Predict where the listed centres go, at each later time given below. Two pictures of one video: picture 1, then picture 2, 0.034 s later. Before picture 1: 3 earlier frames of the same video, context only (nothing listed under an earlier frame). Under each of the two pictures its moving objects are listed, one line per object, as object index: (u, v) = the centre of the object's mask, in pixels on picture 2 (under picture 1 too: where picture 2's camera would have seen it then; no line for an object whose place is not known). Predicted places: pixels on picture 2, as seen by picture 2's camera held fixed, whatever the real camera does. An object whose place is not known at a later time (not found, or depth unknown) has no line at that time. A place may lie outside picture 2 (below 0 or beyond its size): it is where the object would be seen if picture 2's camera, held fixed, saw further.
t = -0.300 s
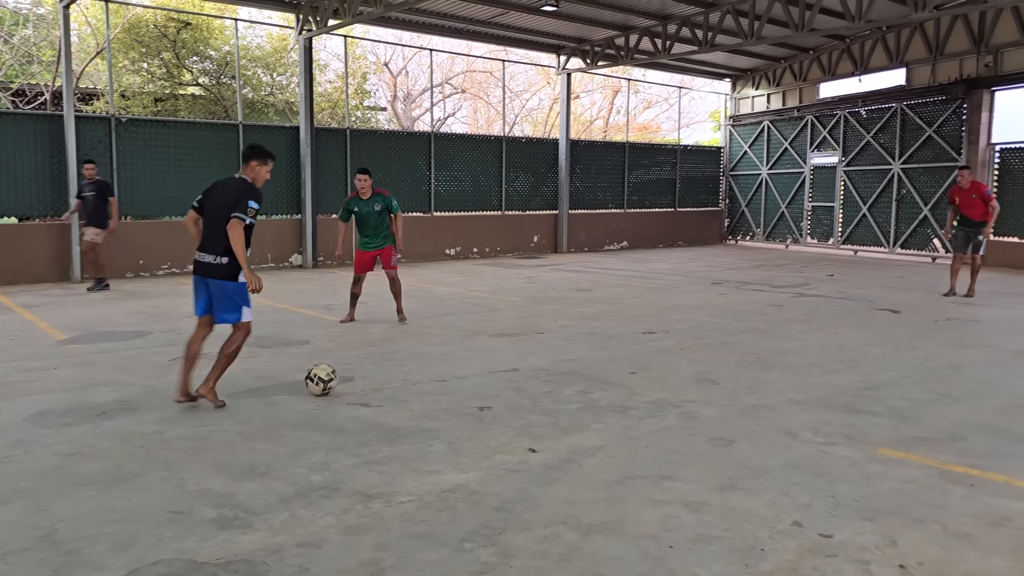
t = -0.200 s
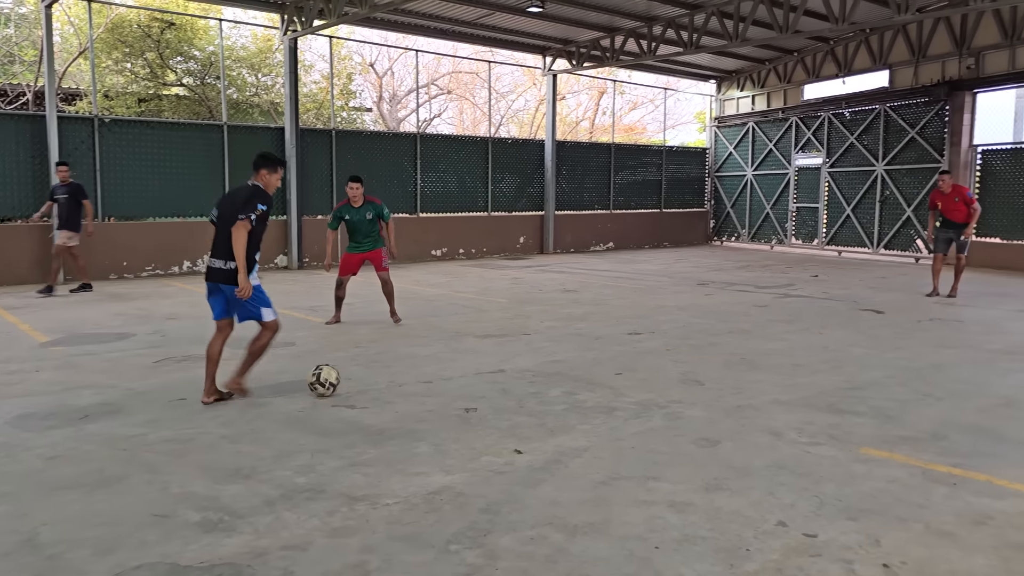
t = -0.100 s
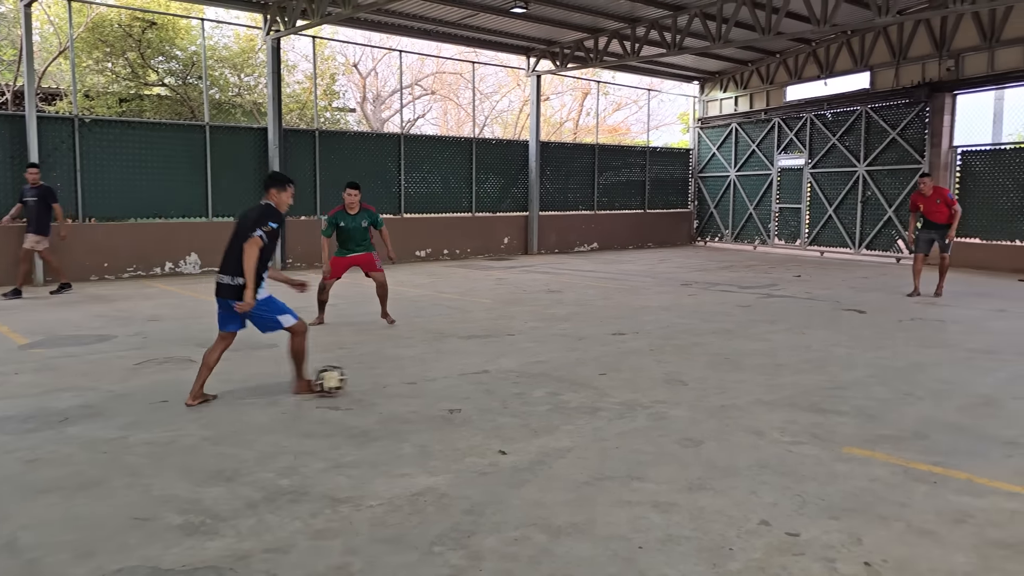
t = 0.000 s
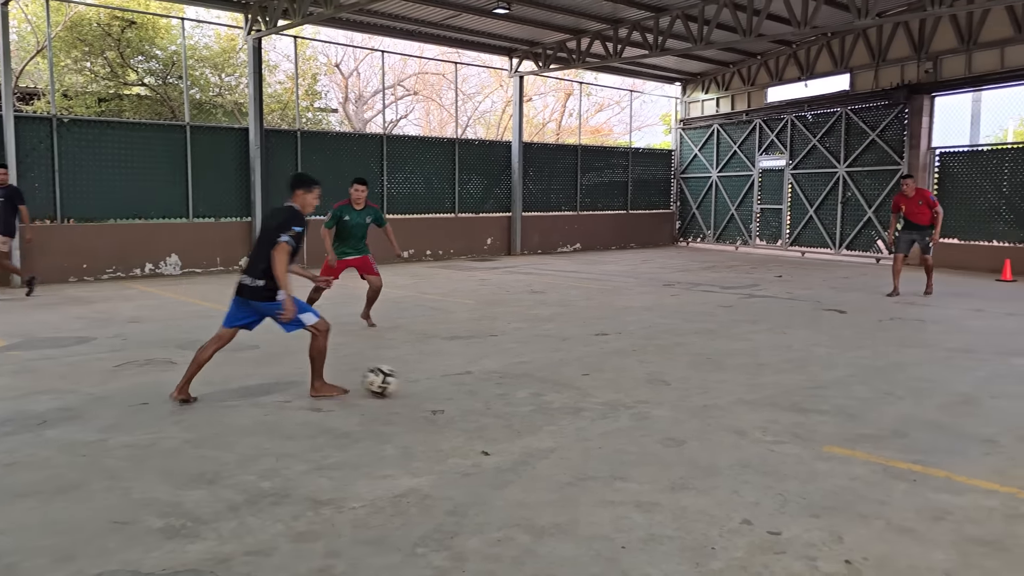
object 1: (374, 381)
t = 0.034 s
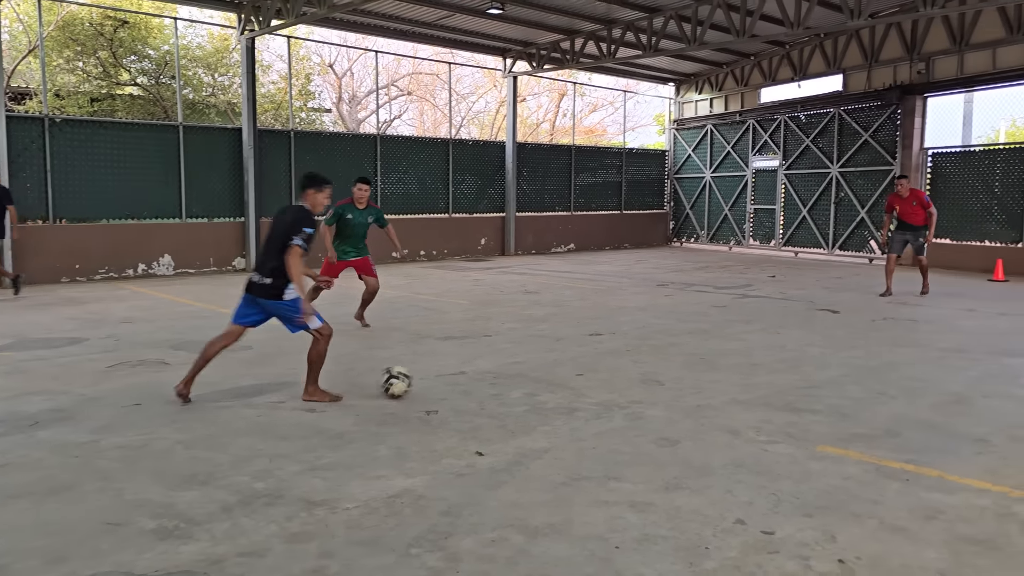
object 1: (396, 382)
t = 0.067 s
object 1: (417, 380)
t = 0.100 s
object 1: (436, 380)
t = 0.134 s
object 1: (456, 382)
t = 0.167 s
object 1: (473, 381)
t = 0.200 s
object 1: (490, 380)
